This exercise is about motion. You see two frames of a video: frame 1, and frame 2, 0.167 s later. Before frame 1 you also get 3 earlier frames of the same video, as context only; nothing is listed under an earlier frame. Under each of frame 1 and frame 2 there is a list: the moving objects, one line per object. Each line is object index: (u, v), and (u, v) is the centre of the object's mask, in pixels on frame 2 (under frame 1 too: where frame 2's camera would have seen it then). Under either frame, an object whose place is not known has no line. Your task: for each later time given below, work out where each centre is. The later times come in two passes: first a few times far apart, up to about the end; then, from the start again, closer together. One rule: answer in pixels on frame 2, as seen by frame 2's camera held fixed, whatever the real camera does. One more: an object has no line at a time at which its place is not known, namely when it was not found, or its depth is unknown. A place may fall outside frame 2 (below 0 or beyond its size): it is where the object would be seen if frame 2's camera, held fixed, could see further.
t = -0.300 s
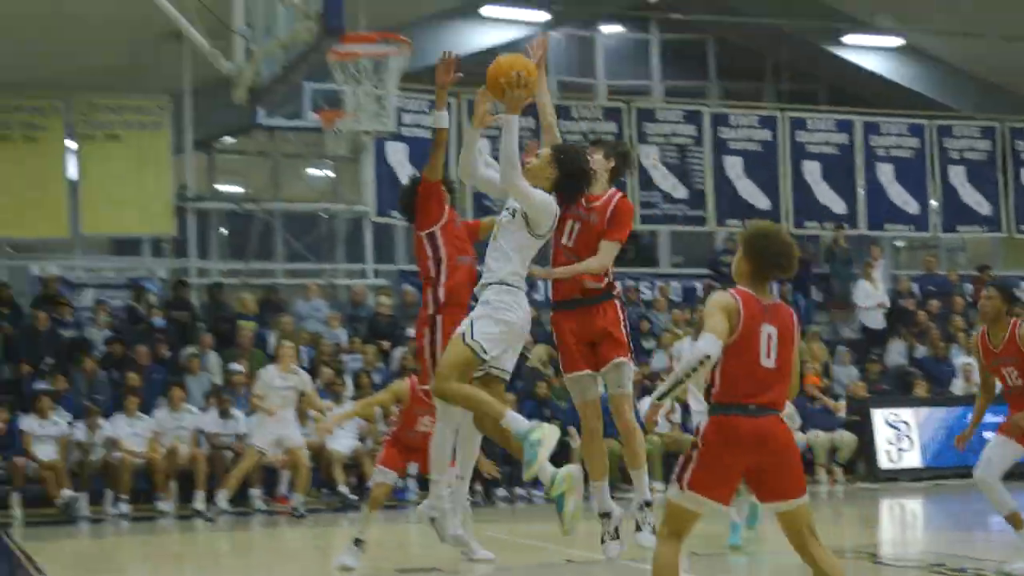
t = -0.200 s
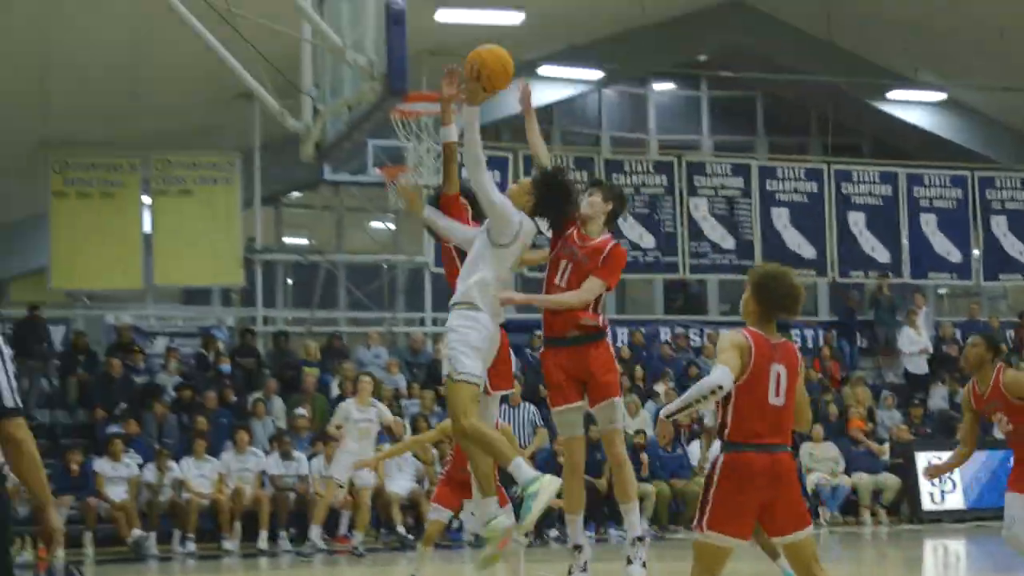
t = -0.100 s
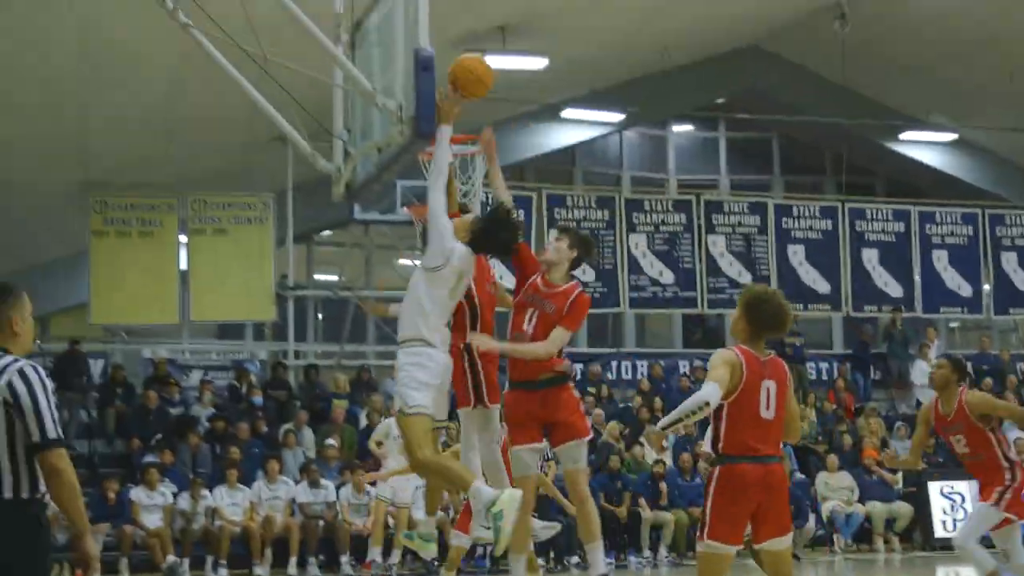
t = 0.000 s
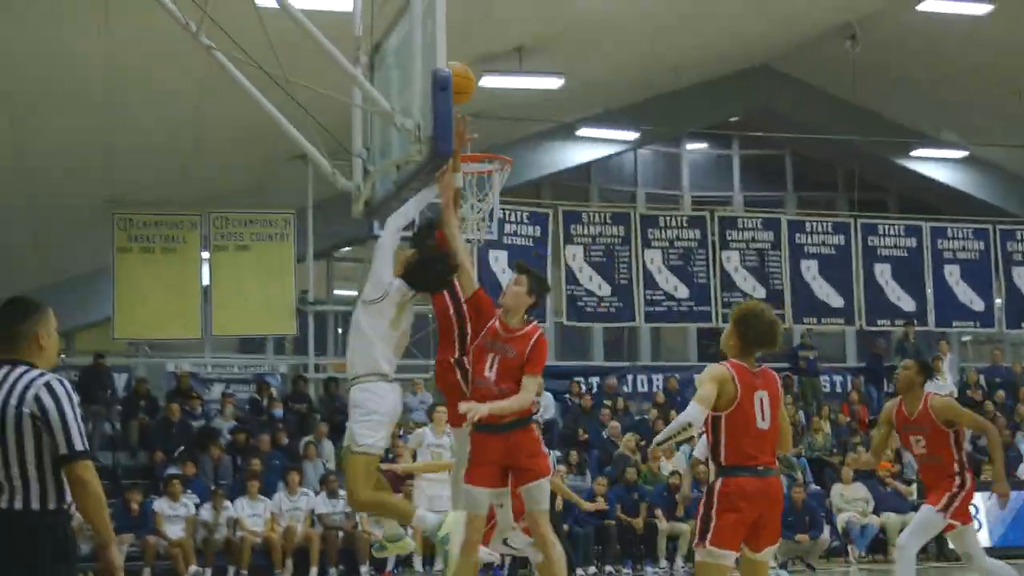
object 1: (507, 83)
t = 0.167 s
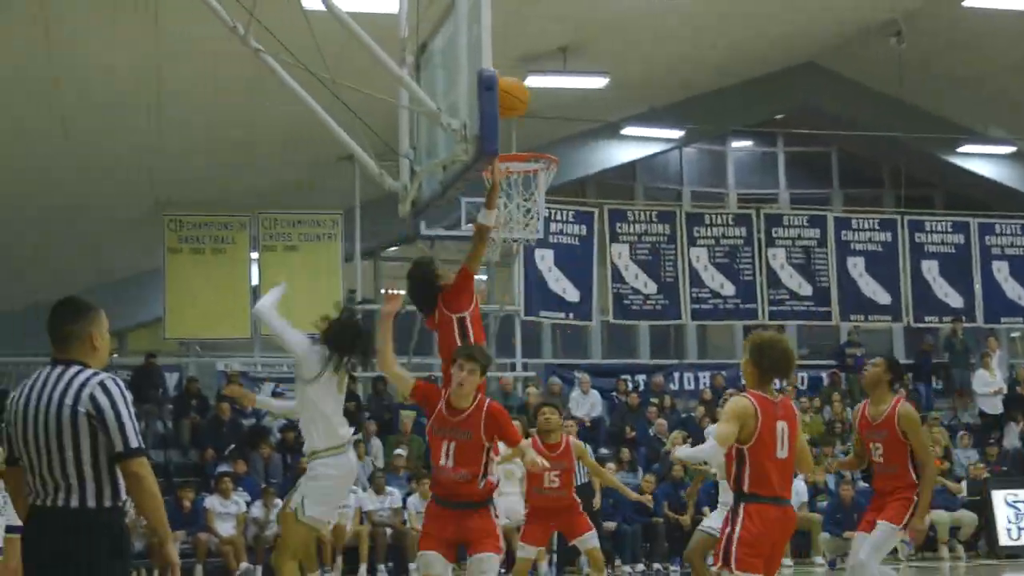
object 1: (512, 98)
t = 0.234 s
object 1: (515, 116)
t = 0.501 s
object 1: (533, 213)
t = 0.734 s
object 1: (532, 293)
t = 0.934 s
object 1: (534, 432)
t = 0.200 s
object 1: (514, 106)
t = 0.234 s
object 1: (515, 116)
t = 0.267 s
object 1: (517, 128)
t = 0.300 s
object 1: (519, 138)
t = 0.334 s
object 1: (523, 154)
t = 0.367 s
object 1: (527, 174)
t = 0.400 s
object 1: (528, 189)
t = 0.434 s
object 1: (531, 201)
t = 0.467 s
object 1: (533, 208)
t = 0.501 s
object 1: (533, 213)
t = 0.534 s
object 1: (532, 219)
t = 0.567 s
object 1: (532, 225)
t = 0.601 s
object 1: (532, 236)
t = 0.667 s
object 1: (532, 260)
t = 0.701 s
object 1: (532, 276)
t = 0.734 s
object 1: (532, 293)
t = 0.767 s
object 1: (533, 312)
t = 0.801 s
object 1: (532, 333)
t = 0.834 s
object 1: (534, 352)
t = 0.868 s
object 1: (533, 378)
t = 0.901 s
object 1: (532, 404)
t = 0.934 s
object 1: (534, 432)
